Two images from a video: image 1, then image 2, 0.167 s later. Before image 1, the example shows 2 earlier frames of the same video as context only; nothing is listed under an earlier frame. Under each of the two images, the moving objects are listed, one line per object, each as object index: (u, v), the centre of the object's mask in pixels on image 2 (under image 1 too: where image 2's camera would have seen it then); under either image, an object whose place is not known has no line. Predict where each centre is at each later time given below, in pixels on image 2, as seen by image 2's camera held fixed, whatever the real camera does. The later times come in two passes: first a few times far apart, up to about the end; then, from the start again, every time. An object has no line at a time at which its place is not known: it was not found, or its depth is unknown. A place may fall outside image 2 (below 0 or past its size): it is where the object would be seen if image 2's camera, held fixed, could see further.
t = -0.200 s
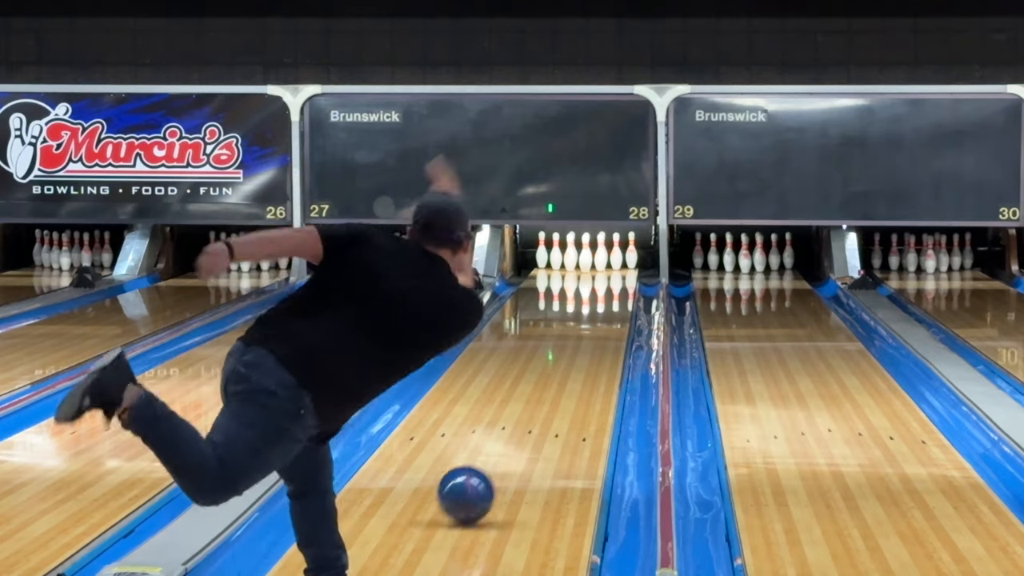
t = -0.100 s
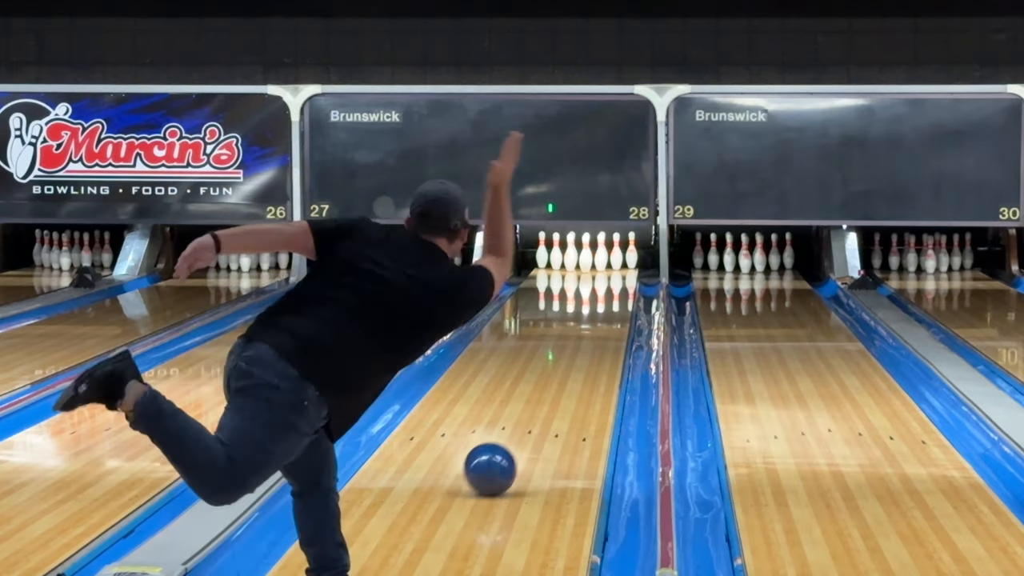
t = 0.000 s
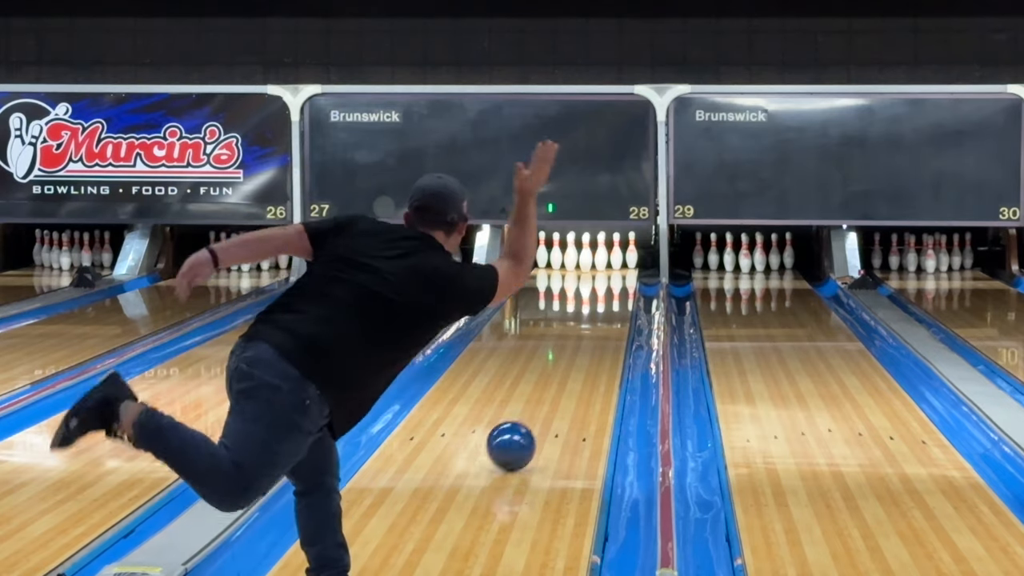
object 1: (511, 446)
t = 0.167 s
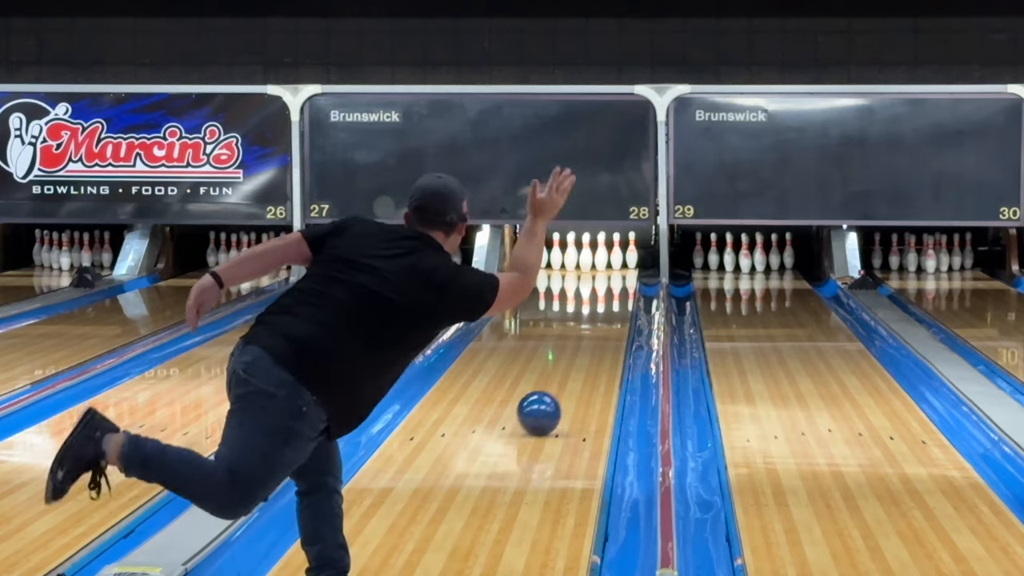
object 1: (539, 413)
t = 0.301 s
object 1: (557, 390)
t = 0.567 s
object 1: (585, 355)
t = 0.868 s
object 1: (605, 326)
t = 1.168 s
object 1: (617, 303)
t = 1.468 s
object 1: (620, 286)
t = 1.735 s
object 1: (612, 273)
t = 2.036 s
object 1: (600, 261)
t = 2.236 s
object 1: (603, 258)
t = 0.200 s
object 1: (544, 407)
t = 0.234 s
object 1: (548, 401)
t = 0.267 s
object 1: (553, 396)
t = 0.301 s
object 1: (557, 390)
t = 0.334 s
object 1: (561, 385)
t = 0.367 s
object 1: (565, 380)
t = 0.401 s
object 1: (568, 376)
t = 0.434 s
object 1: (572, 372)
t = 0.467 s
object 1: (575, 368)
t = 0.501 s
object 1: (578, 363)
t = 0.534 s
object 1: (582, 359)
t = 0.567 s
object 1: (585, 355)
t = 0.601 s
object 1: (588, 351)
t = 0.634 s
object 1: (590, 348)
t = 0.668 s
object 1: (593, 344)
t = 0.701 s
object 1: (595, 341)
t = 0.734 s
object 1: (597, 338)
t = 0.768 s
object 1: (600, 334)
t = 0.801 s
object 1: (602, 331)
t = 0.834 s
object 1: (604, 328)
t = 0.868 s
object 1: (605, 326)
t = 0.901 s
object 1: (607, 322)
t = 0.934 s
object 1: (609, 320)
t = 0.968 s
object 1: (610, 317)
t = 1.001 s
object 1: (612, 315)
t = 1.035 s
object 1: (613, 312)
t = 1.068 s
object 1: (614, 310)
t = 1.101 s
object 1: (615, 307)
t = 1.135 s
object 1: (616, 305)
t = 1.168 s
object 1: (617, 303)
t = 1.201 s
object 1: (618, 301)
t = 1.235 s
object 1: (618, 298)
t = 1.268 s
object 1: (619, 297)
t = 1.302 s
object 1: (620, 295)
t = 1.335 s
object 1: (620, 293)
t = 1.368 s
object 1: (620, 291)
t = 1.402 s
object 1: (620, 289)
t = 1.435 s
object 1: (620, 287)
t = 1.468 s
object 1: (620, 286)
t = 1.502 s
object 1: (620, 284)
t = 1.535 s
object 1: (619, 282)
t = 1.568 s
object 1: (618, 281)
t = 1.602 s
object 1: (617, 279)
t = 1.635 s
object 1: (616, 277)
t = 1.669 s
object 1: (615, 276)
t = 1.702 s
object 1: (614, 274)
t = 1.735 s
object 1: (612, 273)
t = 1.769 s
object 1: (611, 272)
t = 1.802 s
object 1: (609, 270)
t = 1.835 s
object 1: (607, 269)
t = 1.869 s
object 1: (605, 268)
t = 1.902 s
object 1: (603, 266)
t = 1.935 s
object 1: (601, 265)
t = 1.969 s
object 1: (600, 264)
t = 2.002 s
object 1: (598, 262)
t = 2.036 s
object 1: (600, 261)
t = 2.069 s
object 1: (600, 261)
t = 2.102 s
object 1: (601, 260)
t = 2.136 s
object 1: (602, 259)
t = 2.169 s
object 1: (602, 258)
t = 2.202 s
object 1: (603, 258)
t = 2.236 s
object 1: (603, 258)
